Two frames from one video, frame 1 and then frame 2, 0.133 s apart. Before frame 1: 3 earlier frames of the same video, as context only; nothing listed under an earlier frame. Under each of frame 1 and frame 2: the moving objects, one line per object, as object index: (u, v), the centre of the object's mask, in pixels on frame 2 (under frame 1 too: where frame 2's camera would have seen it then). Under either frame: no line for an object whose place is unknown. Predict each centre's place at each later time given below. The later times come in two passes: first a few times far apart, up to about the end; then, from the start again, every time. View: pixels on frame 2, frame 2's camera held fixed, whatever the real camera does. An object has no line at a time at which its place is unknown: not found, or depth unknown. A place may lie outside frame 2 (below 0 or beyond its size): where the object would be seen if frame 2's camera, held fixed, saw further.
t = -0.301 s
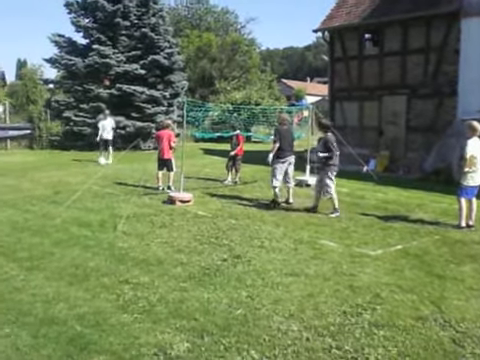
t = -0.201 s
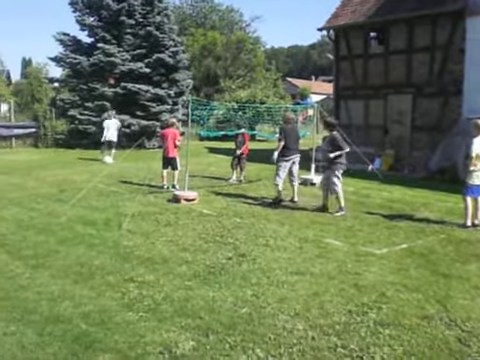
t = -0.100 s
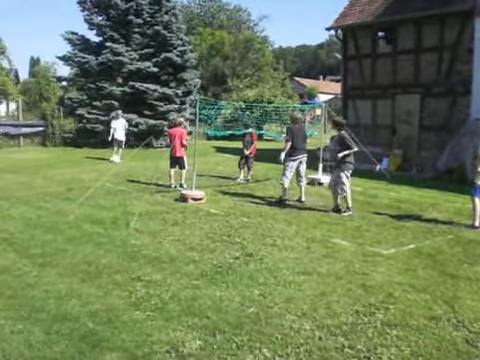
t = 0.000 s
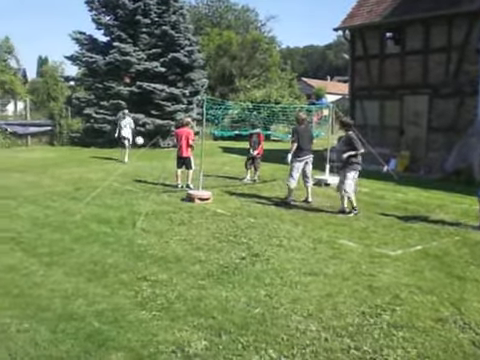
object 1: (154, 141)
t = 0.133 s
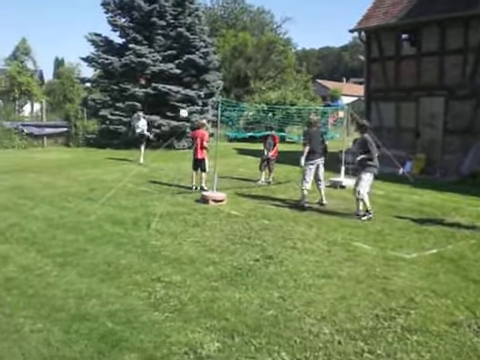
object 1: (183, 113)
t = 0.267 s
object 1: (214, 88)
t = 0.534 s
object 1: (280, 57)
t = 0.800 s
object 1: (363, 57)
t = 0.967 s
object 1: (422, 79)
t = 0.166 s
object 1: (191, 106)
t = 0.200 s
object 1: (198, 101)
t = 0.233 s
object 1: (206, 94)
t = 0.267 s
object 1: (214, 88)
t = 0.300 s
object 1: (221, 84)
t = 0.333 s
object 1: (230, 79)
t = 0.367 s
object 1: (238, 74)
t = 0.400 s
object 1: (245, 70)
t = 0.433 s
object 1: (254, 66)
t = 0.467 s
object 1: (262, 63)
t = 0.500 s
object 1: (271, 60)
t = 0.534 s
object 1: (280, 57)
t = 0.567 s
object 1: (289, 55)
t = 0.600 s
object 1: (299, 54)
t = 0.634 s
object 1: (309, 53)
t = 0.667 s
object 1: (318, 52)
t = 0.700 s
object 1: (328, 52)
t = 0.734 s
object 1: (338, 54)
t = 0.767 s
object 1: (352, 55)
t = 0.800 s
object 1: (363, 57)
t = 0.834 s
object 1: (374, 61)
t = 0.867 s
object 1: (385, 64)
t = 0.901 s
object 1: (397, 68)
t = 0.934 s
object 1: (409, 73)
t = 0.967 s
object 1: (422, 79)
